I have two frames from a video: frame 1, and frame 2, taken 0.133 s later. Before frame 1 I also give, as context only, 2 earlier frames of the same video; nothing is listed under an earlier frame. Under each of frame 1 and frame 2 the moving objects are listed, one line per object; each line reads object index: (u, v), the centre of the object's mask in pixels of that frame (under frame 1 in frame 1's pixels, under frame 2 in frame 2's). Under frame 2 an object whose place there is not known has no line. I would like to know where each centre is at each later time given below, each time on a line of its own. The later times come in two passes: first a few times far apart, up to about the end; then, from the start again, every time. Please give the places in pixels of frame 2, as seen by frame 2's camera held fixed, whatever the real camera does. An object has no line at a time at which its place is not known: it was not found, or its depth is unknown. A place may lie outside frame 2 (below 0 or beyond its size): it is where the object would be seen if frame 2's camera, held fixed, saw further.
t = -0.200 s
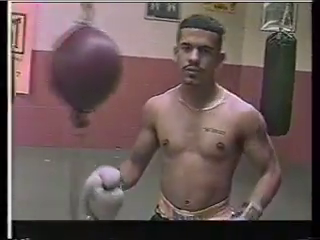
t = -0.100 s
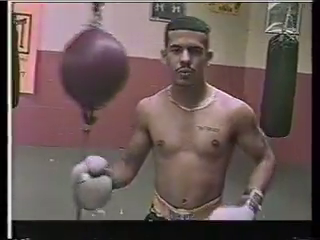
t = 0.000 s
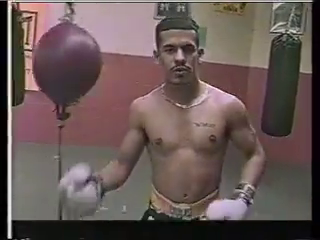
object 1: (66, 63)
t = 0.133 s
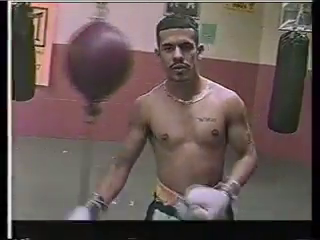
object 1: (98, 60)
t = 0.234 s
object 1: (104, 60)
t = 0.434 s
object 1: (88, 60)
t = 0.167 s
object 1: (106, 60)
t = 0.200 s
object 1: (108, 60)
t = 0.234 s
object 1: (104, 60)
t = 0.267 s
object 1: (95, 59)
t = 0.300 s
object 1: (84, 58)
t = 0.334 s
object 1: (78, 58)
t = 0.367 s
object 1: (75, 58)
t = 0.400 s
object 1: (79, 58)
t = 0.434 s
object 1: (88, 60)
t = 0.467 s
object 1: (100, 61)
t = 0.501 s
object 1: (108, 61)
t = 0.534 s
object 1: (110, 61)
